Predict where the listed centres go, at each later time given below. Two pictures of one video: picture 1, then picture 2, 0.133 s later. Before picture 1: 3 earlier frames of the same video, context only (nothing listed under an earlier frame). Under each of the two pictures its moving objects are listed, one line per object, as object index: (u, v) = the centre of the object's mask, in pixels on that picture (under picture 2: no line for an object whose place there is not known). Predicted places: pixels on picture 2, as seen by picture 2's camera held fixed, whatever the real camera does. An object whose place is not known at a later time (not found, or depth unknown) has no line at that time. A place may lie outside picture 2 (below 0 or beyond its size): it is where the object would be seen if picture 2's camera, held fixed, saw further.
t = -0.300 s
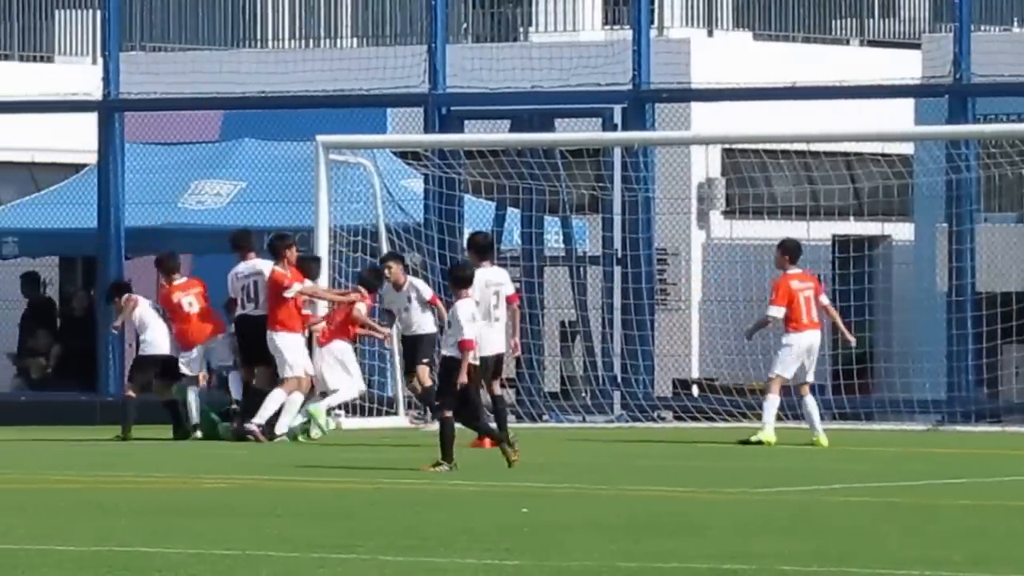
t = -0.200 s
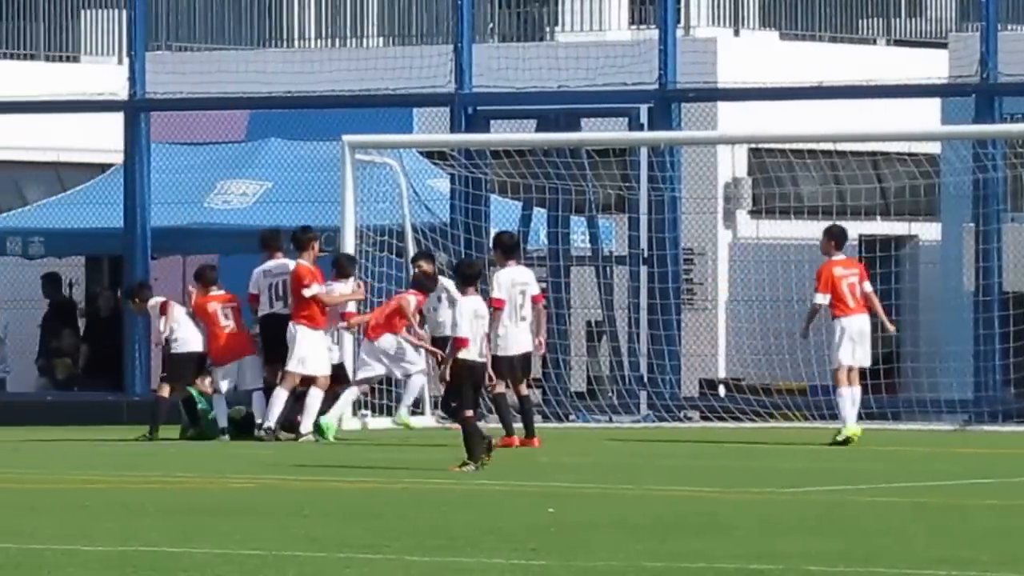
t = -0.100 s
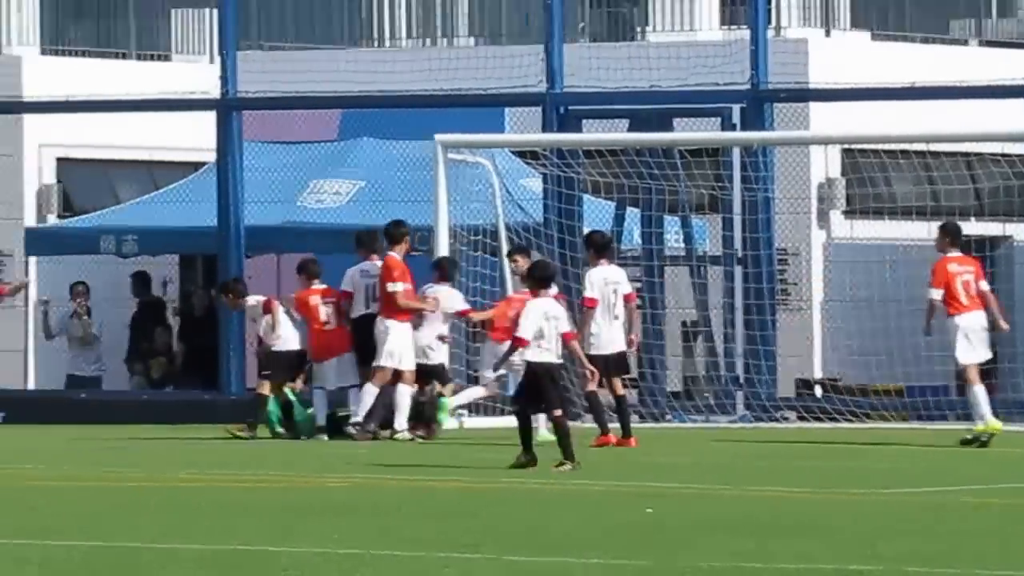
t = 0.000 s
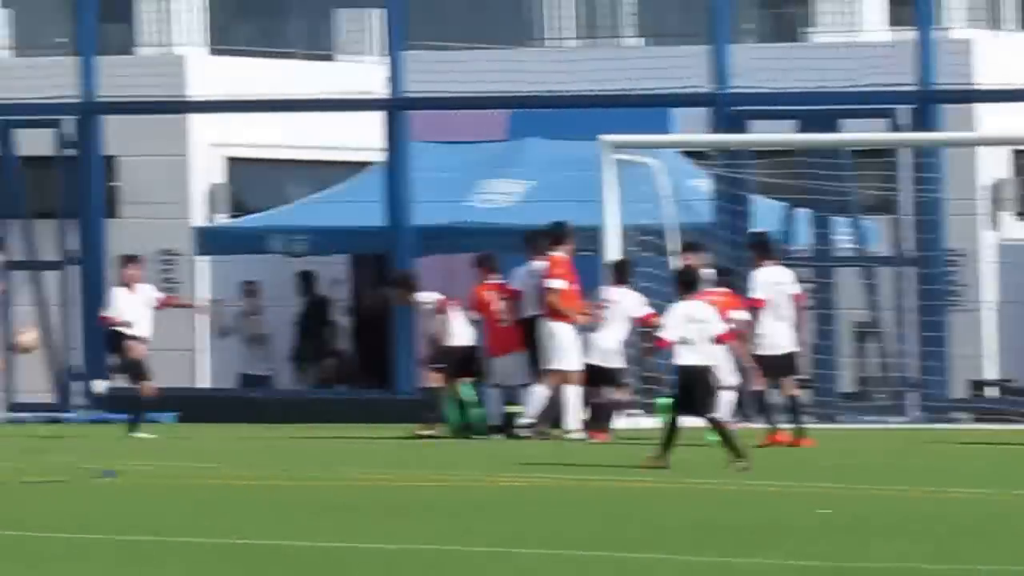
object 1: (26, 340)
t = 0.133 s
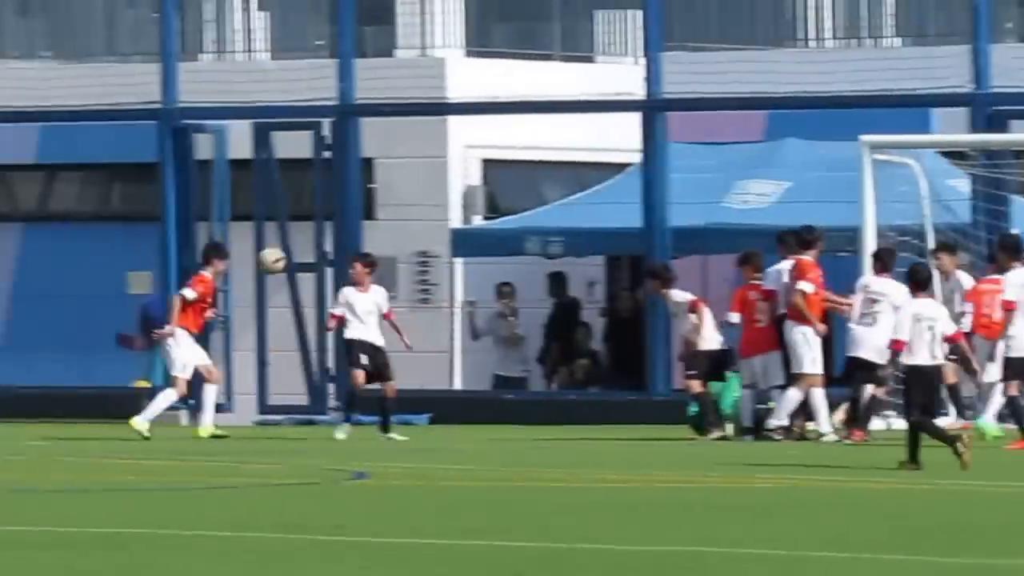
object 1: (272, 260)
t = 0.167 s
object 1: (270, 243)
